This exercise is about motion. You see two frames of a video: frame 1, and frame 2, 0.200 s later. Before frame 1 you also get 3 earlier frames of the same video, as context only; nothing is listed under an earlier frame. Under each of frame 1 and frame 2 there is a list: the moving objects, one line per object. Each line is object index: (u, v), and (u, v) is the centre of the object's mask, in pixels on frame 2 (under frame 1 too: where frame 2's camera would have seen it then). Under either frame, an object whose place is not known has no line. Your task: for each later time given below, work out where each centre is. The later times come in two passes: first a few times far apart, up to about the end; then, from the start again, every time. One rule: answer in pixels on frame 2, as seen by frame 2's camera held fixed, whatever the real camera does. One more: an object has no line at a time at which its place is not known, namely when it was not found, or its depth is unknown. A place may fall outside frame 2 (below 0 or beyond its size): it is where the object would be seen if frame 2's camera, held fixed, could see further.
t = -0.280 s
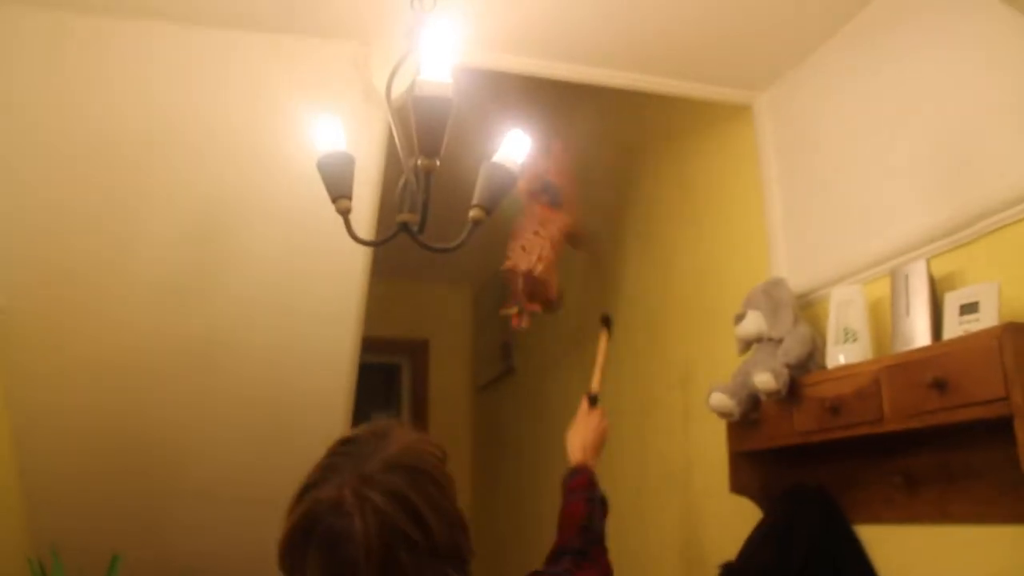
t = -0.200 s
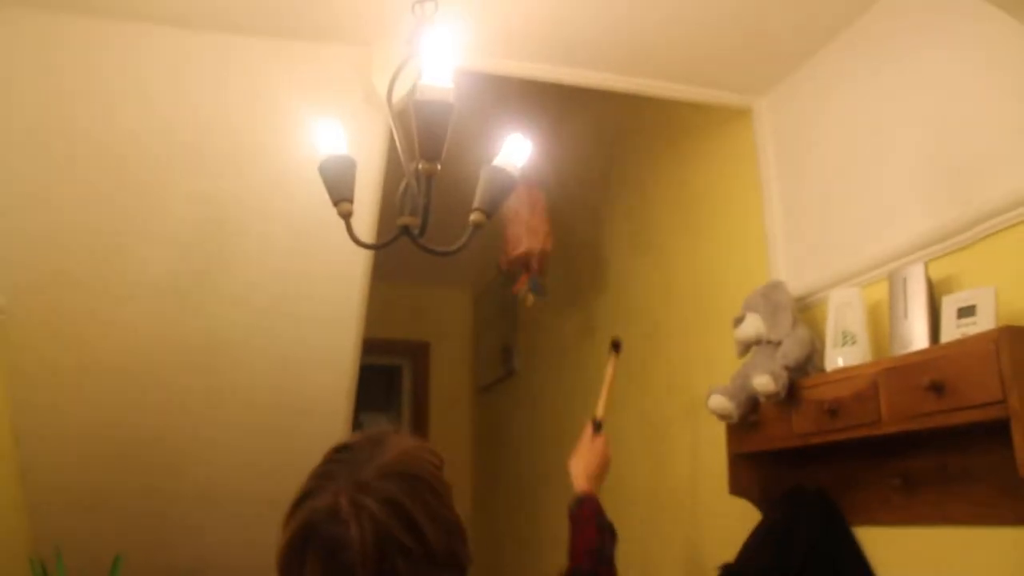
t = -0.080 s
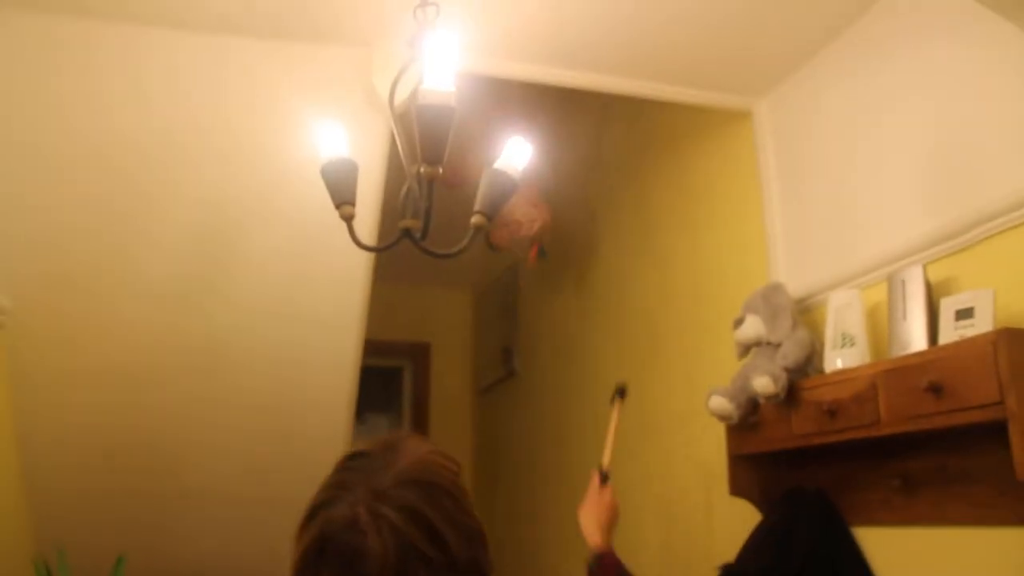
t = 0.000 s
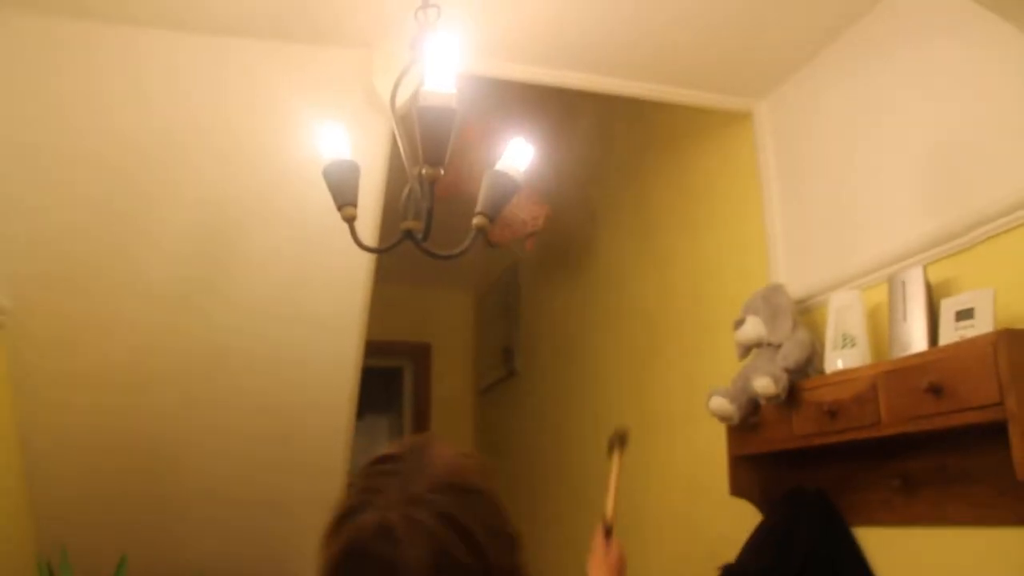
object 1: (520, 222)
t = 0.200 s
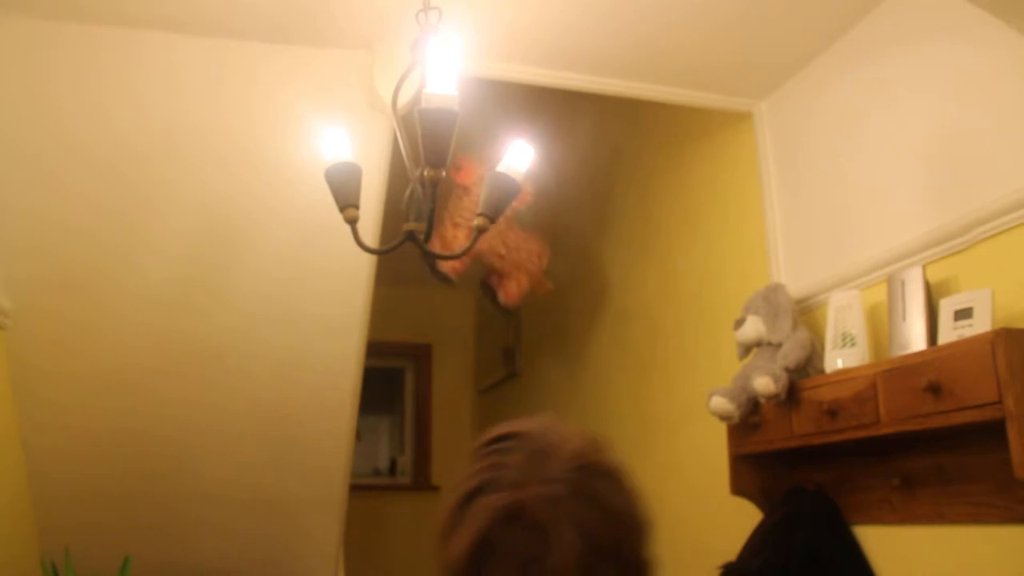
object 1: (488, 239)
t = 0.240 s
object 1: (493, 250)
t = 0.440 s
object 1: (553, 232)
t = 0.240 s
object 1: (493, 250)
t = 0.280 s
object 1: (507, 267)
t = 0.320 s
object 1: (516, 265)
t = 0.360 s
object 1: (525, 264)
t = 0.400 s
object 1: (538, 259)
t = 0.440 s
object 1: (553, 232)
